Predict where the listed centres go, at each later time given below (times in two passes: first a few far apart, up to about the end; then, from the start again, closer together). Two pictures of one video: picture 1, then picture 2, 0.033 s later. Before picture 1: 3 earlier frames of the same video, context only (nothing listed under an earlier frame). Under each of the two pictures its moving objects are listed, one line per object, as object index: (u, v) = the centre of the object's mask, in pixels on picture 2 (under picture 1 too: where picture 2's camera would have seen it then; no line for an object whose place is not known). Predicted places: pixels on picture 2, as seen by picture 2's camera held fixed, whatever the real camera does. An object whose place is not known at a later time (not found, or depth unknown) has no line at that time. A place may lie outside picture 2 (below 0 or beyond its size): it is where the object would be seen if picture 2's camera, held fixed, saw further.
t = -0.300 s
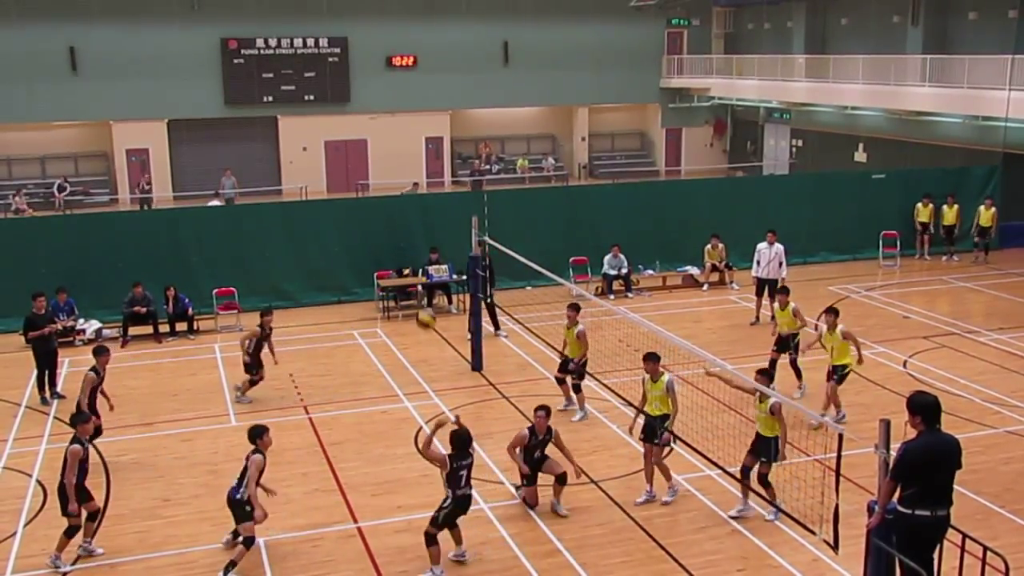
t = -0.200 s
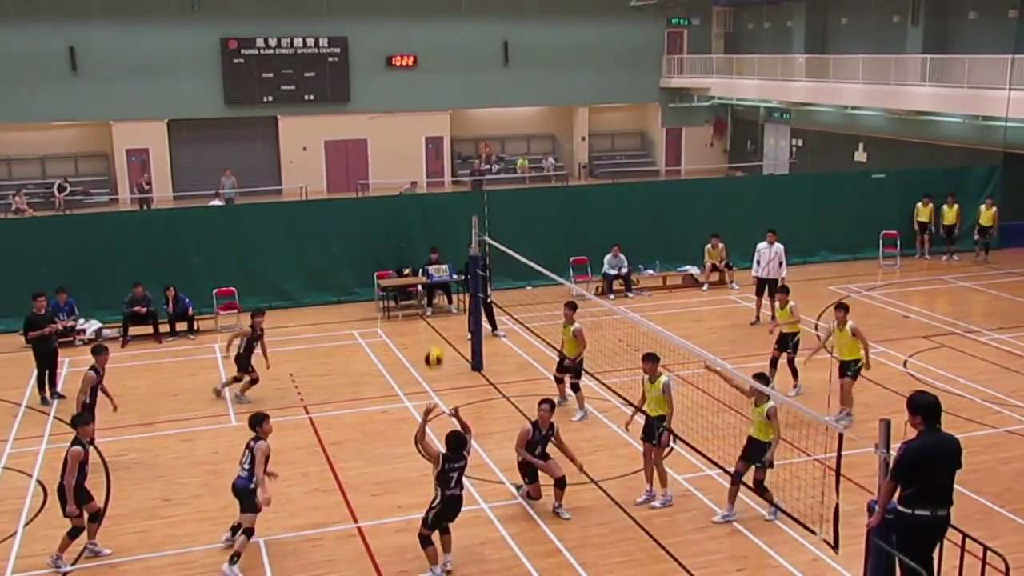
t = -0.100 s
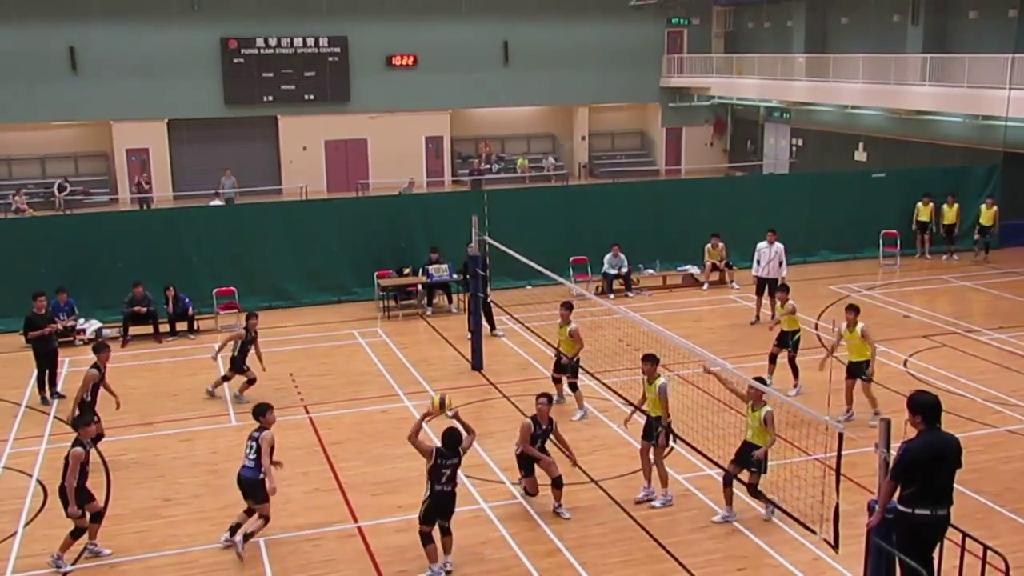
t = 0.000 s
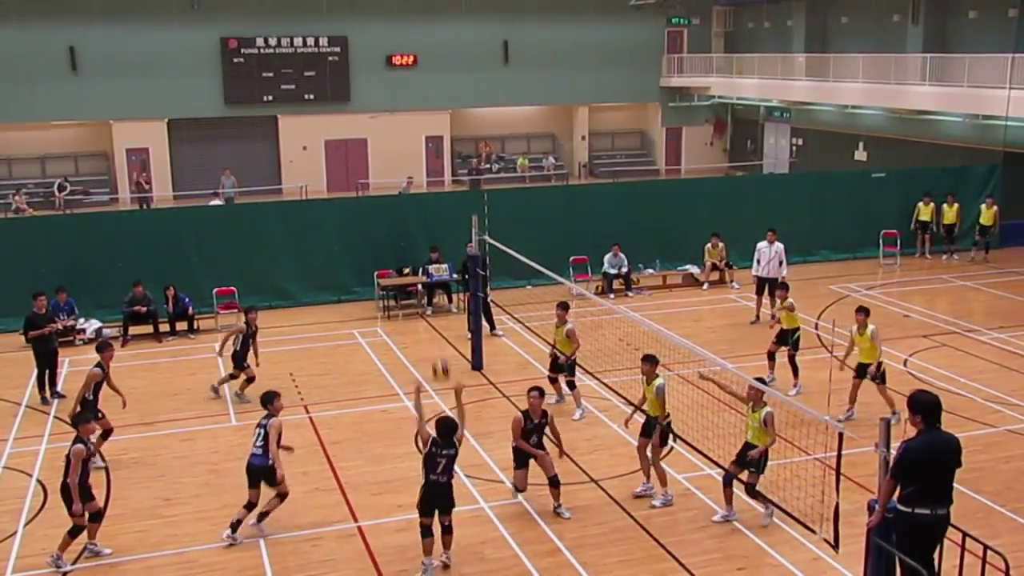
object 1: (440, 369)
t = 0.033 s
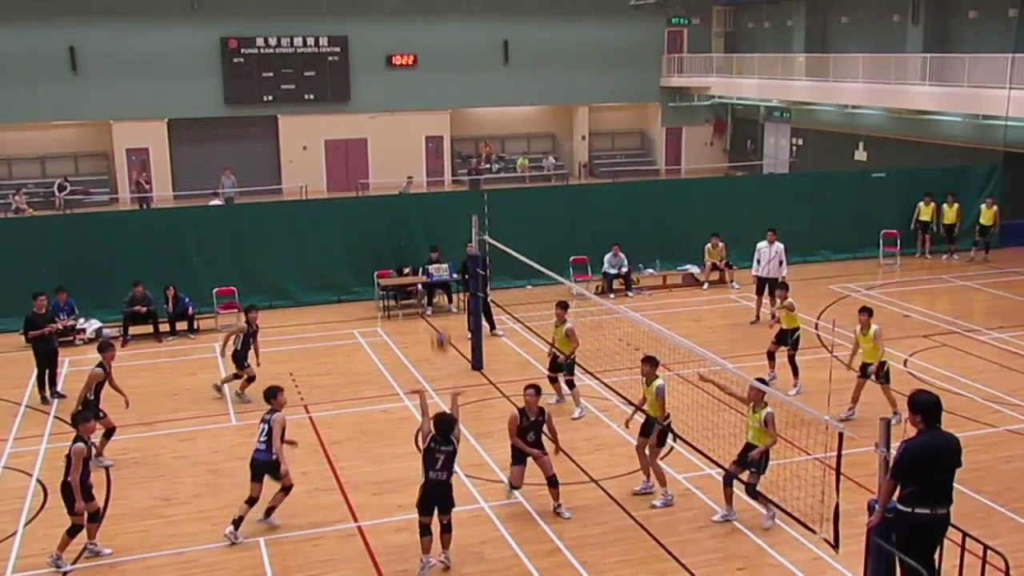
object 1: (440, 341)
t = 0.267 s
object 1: (439, 178)
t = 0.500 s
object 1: (440, 79)
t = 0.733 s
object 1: (442, 38)
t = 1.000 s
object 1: (445, 52)
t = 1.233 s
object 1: (448, 109)
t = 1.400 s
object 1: (454, 167)
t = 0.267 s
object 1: (439, 178)
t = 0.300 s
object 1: (439, 158)
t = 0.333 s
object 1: (439, 143)
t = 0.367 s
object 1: (439, 129)
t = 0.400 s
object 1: (440, 115)
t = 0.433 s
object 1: (439, 102)
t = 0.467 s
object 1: (440, 89)
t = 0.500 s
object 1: (440, 79)
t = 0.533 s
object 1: (440, 70)
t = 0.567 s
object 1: (440, 62)
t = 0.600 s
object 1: (440, 56)
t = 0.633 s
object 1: (440, 50)
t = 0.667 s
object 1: (441, 45)
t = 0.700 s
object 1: (440, 41)
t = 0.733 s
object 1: (442, 38)
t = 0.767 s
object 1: (442, 37)
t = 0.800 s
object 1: (442, 37)
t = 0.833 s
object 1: (442, 38)
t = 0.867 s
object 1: (443, 38)
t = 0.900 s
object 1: (444, 40)
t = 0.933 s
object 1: (444, 44)
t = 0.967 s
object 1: (444, 47)
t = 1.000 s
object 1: (445, 52)
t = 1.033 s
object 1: (444, 58)
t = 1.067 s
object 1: (445, 65)
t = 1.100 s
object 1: (446, 72)
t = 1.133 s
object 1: (447, 79)
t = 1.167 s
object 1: (447, 88)
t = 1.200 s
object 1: (448, 98)
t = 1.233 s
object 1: (448, 109)
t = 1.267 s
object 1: (448, 120)
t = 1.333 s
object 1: (451, 142)
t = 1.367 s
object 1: (452, 155)
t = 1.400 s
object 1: (454, 167)
